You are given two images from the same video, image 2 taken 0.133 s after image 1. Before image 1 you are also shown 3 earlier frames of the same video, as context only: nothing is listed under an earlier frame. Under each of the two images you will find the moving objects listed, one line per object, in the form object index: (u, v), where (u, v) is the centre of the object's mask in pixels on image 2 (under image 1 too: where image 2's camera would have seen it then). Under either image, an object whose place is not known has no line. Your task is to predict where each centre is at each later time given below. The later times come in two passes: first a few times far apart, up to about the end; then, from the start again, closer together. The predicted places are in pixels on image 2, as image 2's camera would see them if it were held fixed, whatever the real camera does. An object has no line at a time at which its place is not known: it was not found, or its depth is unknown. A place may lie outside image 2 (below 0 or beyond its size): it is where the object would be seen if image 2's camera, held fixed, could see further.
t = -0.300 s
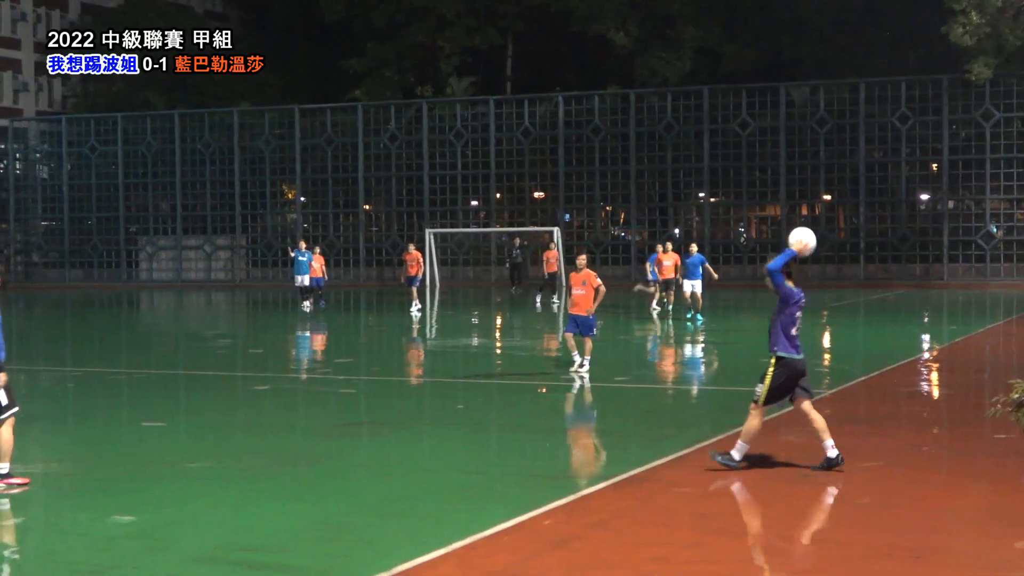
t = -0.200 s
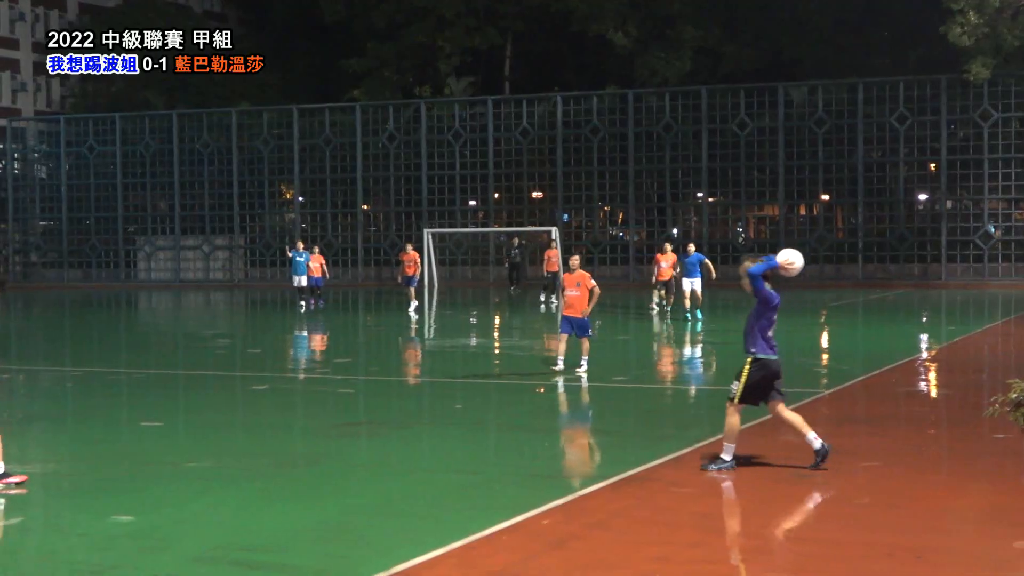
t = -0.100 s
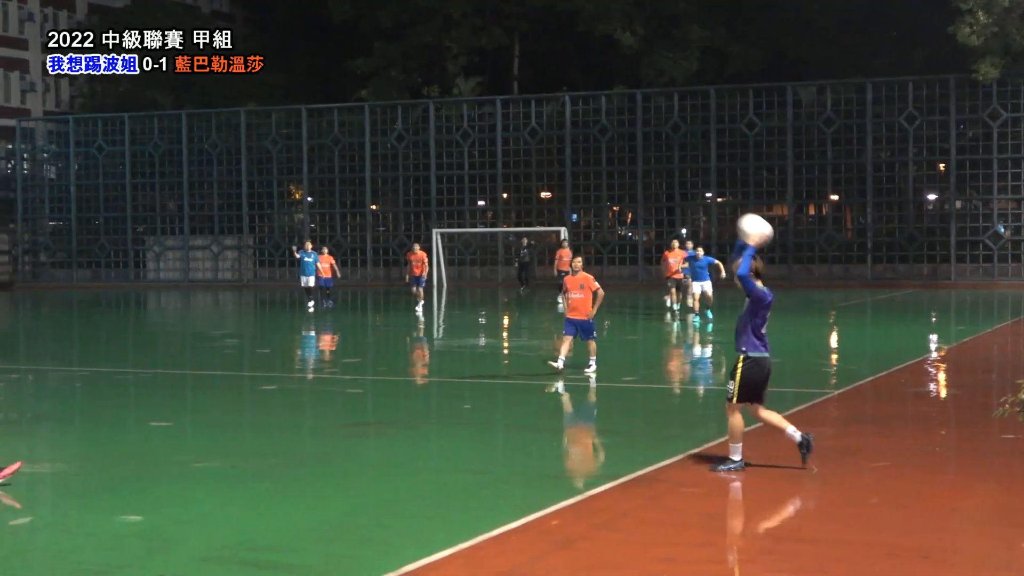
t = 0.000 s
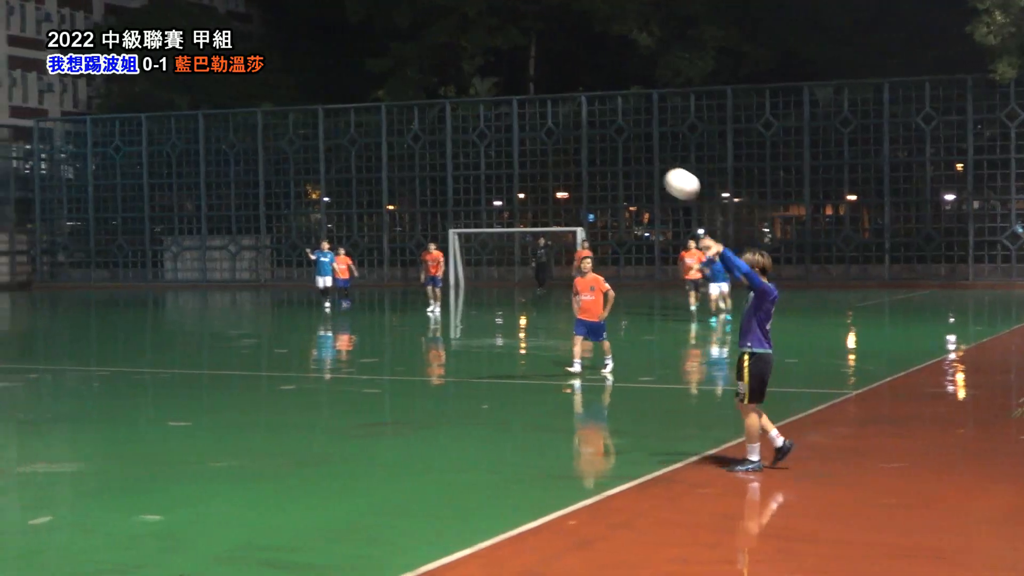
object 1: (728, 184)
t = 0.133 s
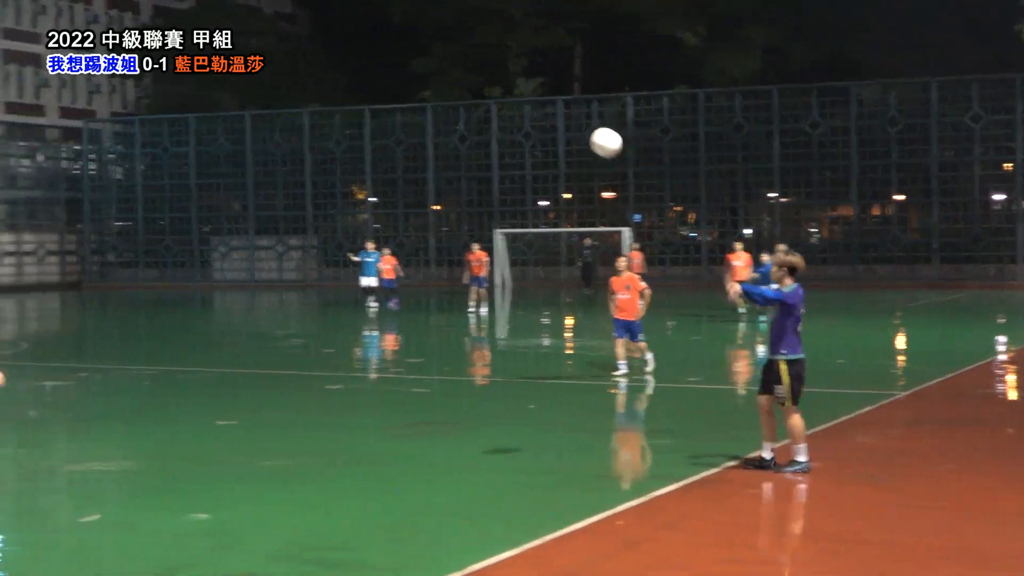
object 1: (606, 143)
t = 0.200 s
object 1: (546, 130)
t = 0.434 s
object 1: (340, 130)
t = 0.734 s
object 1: (87, 231)
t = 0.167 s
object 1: (576, 136)
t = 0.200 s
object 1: (546, 130)
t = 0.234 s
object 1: (516, 126)
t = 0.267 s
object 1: (486, 123)
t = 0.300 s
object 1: (456, 122)
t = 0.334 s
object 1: (427, 122)
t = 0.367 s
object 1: (397, 123)
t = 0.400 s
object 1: (369, 126)
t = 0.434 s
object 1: (340, 130)
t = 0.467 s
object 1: (311, 136)
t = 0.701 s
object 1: (117, 215)
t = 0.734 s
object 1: (87, 231)
